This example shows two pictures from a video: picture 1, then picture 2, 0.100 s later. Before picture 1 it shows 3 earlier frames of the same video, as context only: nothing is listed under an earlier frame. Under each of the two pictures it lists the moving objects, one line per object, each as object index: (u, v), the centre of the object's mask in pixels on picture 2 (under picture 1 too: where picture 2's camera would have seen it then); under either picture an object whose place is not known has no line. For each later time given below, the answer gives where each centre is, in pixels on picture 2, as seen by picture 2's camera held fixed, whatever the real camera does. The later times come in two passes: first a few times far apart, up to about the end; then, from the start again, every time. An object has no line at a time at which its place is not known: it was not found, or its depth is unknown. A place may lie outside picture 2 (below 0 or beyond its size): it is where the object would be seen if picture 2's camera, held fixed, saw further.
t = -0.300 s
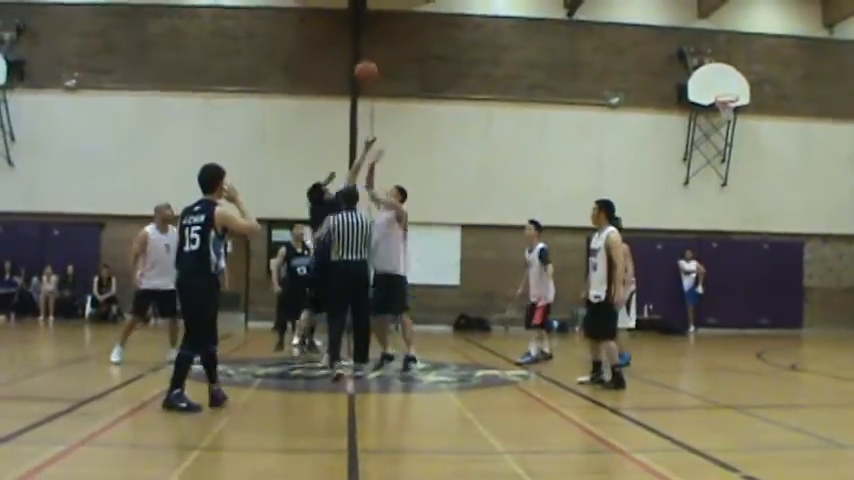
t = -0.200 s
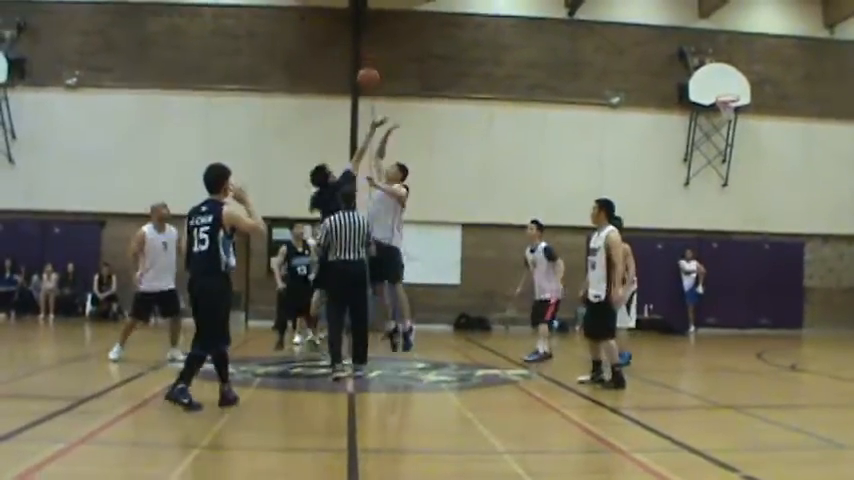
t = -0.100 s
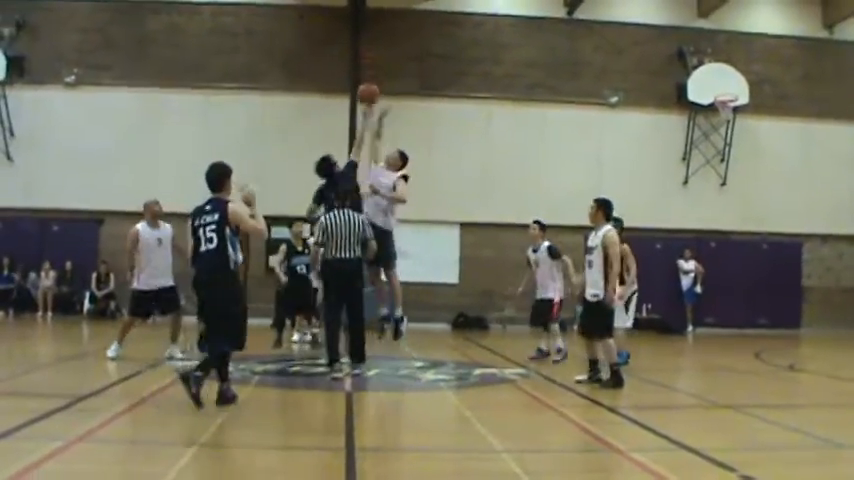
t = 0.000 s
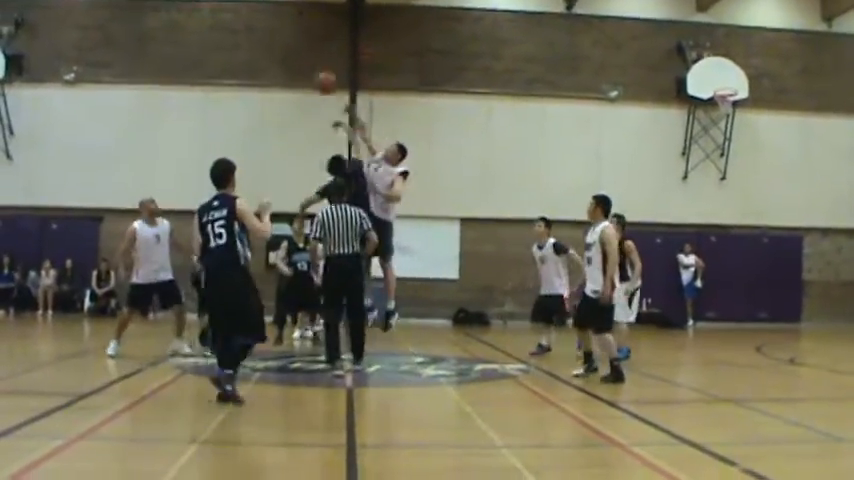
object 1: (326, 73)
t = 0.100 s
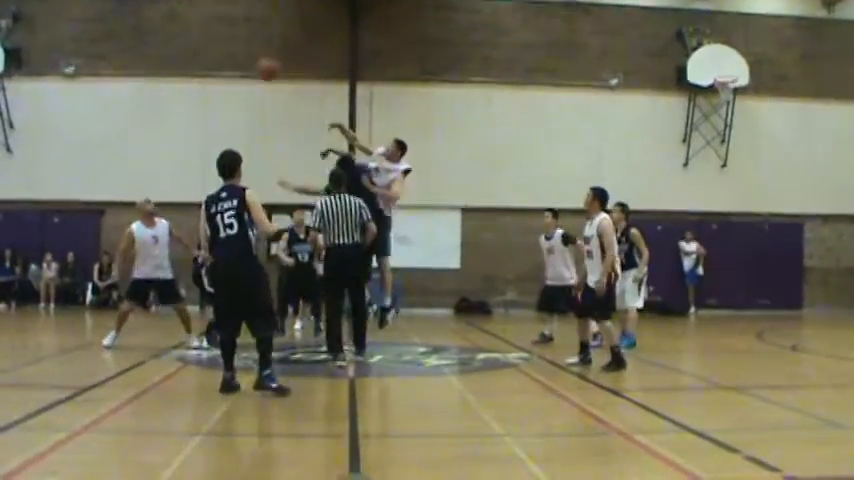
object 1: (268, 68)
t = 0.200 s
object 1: (211, 74)
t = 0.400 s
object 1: (106, 109)
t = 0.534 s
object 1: (35, 150)
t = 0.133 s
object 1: (247, 70)
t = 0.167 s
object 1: (230, 72)
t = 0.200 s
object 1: (211, 74)
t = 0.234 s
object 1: (195, 77)
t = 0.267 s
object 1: (176, 82)
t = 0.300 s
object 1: (159, 89)
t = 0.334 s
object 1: (141, 94)
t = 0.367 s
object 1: (123, 101)
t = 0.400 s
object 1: (106, 109)
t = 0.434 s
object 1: (88, 118)
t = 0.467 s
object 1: (70, 127)
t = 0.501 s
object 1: (53, 139)
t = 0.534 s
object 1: (35, 150)
